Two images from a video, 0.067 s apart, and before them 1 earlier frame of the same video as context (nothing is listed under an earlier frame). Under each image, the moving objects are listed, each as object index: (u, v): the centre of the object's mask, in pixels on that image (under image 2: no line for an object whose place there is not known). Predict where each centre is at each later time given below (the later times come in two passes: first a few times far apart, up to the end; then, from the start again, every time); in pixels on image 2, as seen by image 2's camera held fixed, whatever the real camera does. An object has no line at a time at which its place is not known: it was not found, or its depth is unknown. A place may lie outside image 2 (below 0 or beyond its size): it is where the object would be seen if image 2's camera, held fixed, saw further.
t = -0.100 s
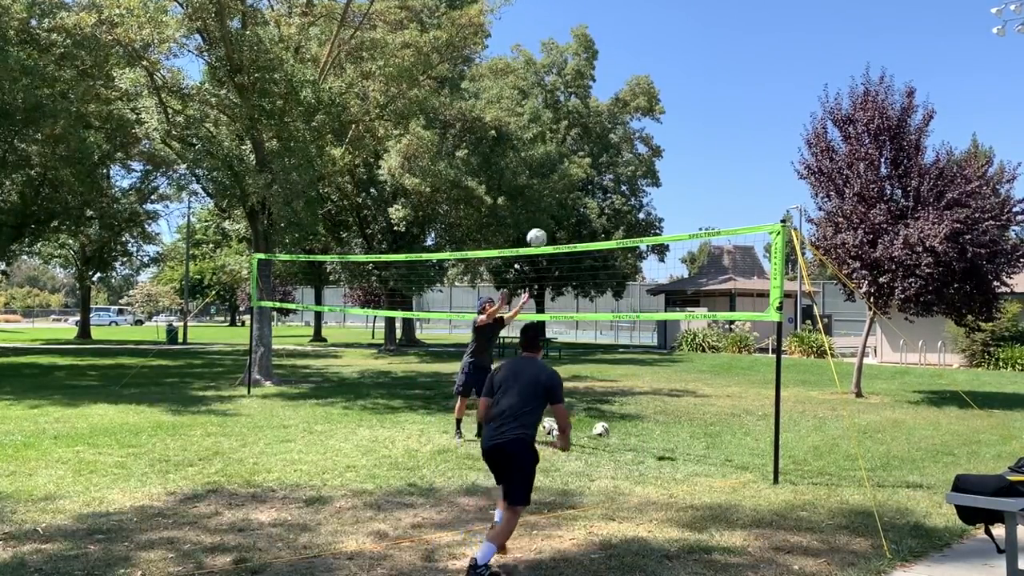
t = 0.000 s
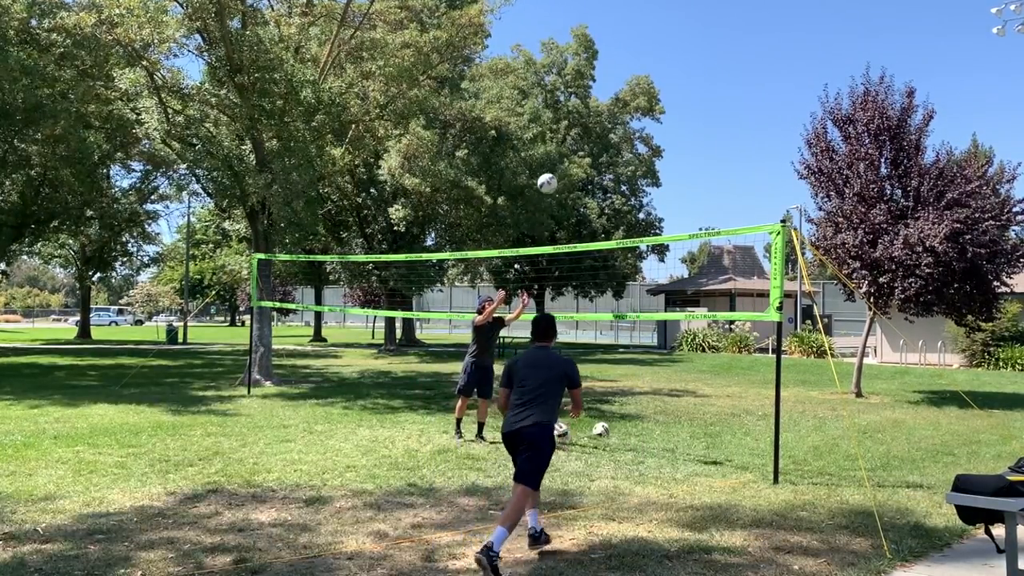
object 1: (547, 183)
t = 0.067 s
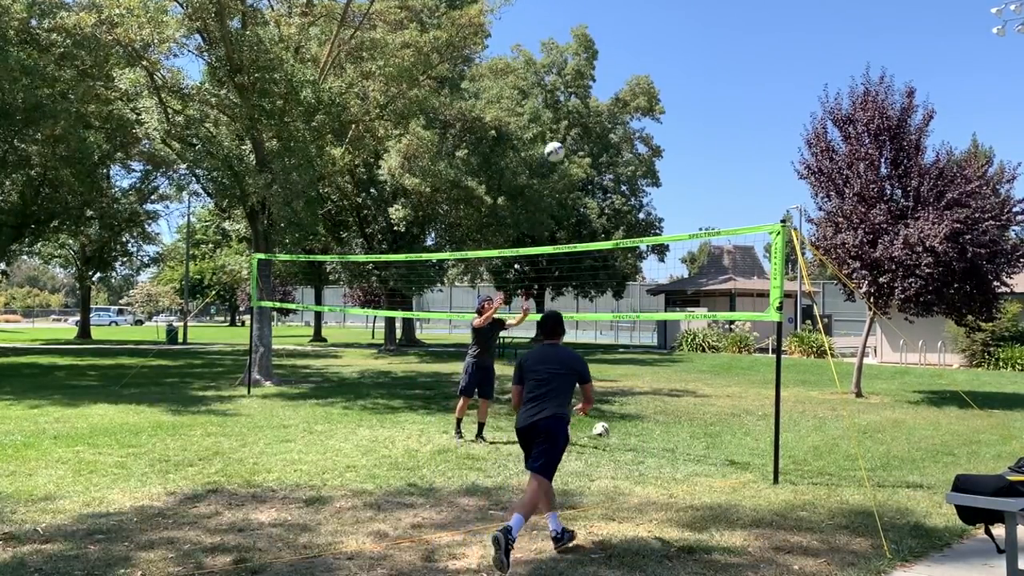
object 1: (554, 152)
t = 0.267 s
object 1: (576, 79)
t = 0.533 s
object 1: (607, 36)
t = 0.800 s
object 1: (638, 59)
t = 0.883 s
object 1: (648, 80)
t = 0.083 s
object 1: (556, 144)
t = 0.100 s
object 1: (558, 137)
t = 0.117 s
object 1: (560, 130)
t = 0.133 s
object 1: (562, 124)
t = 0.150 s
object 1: (564, 117)
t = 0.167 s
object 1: (566, 111)
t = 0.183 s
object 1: (567, 105)
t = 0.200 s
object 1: (569, 99)
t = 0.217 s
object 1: (571, 94)
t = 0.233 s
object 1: (572, 88)
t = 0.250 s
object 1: (574, 84)
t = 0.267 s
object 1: (576, 79)
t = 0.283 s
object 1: (579, 74)
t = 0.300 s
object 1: (580, 70)
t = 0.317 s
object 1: (581, 66)
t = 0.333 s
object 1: (583, 62)
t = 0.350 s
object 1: (585, 58)
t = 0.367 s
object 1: (587, 55)
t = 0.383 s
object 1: (590, 52)
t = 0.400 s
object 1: (592, 49)
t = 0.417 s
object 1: (593, 47)
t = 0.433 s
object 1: (595, 45)
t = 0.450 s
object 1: (597, 42)
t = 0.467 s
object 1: (599, 41)
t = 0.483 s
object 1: (601, 39)
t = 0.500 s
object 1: (603, 38)
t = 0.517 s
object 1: (605, 37)
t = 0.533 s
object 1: (607, 36)
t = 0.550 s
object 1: (610, 35)
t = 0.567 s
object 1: (611, 35)
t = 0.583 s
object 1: (613, 35)
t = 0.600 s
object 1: (615, 35)
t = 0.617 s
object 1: (617, 36)
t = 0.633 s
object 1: (619, 36)
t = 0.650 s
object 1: (621, 37)
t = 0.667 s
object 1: (623, 39)
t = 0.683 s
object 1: (625, 40)
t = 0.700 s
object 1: (626, 42)
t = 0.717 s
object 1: (629, 44)
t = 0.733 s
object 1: (631, 46)
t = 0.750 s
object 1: (632, 49)
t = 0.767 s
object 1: (634, 52)
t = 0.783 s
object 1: (636, 55)
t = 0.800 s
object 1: (638, 59)
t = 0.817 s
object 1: (640, 62)
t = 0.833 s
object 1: (642, 66)
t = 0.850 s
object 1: (644, 70)
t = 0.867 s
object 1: (646, 75)
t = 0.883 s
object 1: (648, 80)
